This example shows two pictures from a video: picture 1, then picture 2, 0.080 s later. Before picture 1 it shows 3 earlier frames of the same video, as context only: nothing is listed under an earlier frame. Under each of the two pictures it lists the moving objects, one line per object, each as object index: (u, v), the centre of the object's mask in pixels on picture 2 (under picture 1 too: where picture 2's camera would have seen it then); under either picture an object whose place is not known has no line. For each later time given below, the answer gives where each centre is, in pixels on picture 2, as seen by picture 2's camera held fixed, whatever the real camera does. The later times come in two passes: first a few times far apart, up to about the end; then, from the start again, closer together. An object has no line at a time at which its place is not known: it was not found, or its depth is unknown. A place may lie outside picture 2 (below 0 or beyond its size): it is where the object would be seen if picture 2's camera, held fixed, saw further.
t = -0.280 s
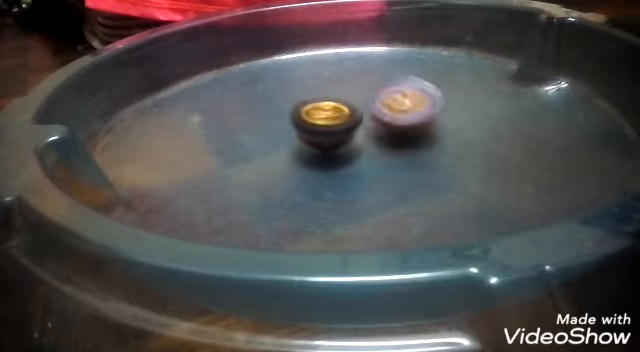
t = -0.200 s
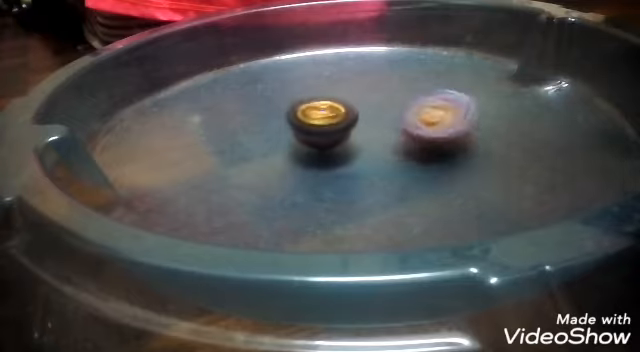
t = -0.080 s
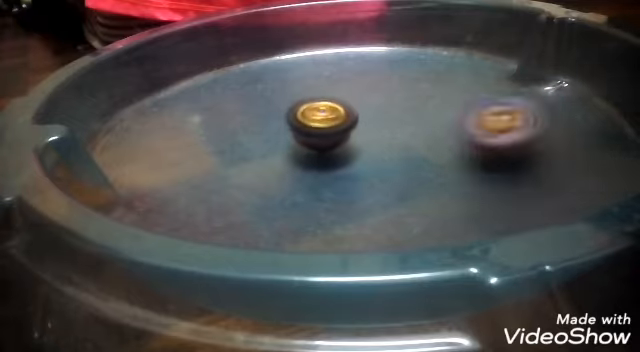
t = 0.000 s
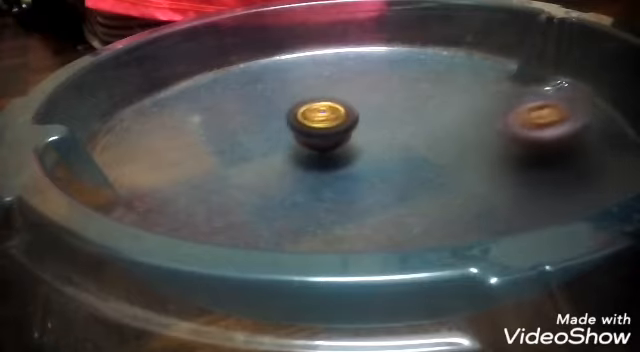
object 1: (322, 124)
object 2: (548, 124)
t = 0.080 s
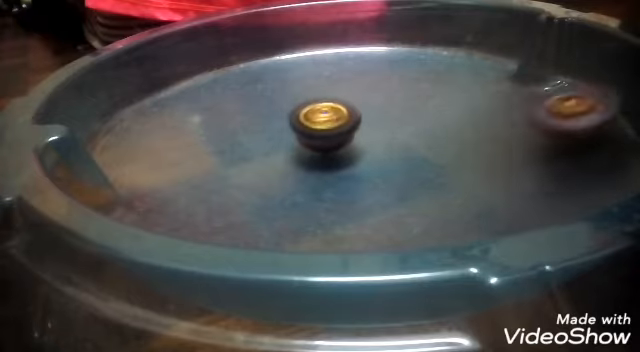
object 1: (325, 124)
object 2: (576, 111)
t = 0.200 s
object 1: (330, 126)
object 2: (583, 104)
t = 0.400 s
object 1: (339, 133)
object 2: (515, 111)
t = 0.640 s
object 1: (268, 121)
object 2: (479, 185)
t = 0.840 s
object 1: (183, 68)
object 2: (506, 209)
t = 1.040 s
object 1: (235, 114)
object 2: (419, 211)
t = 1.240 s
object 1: (312, 140)
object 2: (327, 195)
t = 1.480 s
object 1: (381, 147)
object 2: (224, 182)
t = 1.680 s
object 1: (380, 165)
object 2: (180, 167)
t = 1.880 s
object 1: (346, 171)
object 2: (182, 153)
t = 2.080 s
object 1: (321, 159)
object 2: (237, 139)
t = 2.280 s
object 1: (357, 151)
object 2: (289, 116)
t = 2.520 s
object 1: (399, 151)
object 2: (319, 83)
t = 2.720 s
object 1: (405, 163)
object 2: (340, 76)
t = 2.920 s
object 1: (380, 165)
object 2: (370, 90)
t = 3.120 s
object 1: (364, 151)
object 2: (410, 115)
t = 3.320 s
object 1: (314, 152)
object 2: (490, 118)
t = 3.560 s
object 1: (316, 144)
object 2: (542, 116)
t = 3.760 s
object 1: (334, 140)
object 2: (521, 134)
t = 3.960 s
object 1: (351, 145)
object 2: (442, 166)
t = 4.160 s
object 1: (328, 127)
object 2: (403, 216)
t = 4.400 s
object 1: (332, 123)
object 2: (323, 230)
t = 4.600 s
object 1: (338, 134)
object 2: (266, 215)
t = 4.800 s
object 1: (330, 148)
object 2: (251, 174)
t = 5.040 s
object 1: (348, 146)
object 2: (213, 136)
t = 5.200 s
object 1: (363, 146)
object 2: (195, 126)
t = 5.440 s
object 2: (214, 131)
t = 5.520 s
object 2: (234, 136)
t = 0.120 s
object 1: (326, 125)
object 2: (582, 109)
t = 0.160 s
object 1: (328, 126)
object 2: (585, 107)
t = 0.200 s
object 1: (330, 126)
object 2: (583, 104)
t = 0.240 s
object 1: (331, 127)
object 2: (576, 103)
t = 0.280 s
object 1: (334, 129)
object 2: (565, 103)
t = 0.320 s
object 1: (336, 130)
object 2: (552, 104)
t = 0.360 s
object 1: (338, 132)
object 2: (535, 106)
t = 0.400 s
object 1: (339, 133)
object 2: (515, 111)
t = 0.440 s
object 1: (341, 134)
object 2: (494, 119)
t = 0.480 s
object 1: (343, 136)
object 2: (470, 129)
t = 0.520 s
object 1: (345, 138)
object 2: (446, 142)
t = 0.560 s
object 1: (345, 138)
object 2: (428, 152)
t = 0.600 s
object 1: (309, 127)
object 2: (449, 161)
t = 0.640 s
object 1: (268, 121)
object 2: (479, 185)
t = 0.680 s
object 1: (233, 102)
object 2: (507, 198)
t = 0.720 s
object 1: (209, 95)
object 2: (533, 203)
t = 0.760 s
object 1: (183, 73)
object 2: (540, 204)
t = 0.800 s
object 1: (181, 64)
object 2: (527, 205)
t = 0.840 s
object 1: (183, 68)
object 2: (506, 209)
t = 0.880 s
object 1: (192, 83)
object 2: (491, 209)
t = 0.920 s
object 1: (197, 87)
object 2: (470, 209)
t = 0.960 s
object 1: (207, 98)
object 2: (455, 210)
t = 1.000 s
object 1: (221, 105)
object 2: (438, 209)
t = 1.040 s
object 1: (235, 114)
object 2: (419, 211)
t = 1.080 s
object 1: (251, 121)
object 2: (400, 205)
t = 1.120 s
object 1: (267, 126)
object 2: (382, 203)
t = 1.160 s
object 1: (283, 132)
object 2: (364, 200)
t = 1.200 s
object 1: (298, 136)
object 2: (346, 198)
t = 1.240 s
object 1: (312, 140)
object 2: (327, 195)
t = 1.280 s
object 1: (326, 139)
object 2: (312, 190)
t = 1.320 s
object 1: (342, 146)
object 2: (291, 191)
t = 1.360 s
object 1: (354, 148)
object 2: (270, 190)
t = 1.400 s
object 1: (365, 148)
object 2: (253, 188)
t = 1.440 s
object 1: (374, 145)
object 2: (238, 186)
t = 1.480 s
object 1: (381, 147)
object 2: (224, 182)
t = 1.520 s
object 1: (384, 153)
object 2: (211, 178)
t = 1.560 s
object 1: (386, 154)
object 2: (200, 175)
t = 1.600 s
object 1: (386, 157)
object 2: (191, 172)
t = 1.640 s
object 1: (384, 162)
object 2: (184, 168)
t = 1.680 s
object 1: (380, 165)
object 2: (180, 167)
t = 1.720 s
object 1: (376, 167)
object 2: (176, 162)
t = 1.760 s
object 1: (369, 170)
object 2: (173, 158)
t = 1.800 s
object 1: (362, 171)
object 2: (174, 155)
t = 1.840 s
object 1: (354, 172)
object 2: (176, 153)
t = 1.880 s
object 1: (346, 171)
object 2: (182, 153)
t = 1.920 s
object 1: (339, 170)
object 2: (189, 149)
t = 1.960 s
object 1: (333, 169)
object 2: (199, 147)
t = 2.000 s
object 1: (327, 165)
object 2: (211, 145)
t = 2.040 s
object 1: (324, 162)
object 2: (223, 141)
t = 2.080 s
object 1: (321, 159)
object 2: (237, 139)
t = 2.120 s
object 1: (321, 155)
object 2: (250, 141)
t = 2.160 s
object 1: (322, 151)
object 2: (260, 138)
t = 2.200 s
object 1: (330, 150)
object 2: (273, 131)
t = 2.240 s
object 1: (345, 151)
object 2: (282, 123)
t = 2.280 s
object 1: (357, 151)
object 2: (289, 116)
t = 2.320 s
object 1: (367, 151)
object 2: (295, 108)
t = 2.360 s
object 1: (373, 150)
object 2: (301, 102)
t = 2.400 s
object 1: (380, 150)
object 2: (306, 96)
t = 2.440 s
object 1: (387, 150)
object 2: (310, 92)
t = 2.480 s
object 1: (394, 150)
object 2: (315, 88)
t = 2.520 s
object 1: (399, 151)
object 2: (319, 83)
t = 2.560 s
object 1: (404, 153)
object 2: (322, 80)
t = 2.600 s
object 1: (406, 155)
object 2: (327, 78)
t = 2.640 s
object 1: (407, 159)
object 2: (331, 75)
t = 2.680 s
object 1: (407, 159)
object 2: (336, 75)
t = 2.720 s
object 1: (405, 163)
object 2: (340, 76)
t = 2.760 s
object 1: (401, 164)
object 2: (345, 77)
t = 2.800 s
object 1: (397, 166)
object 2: (350, 79)
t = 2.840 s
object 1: (391, 167)
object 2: (356, 82)
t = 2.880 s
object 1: (386, 166)
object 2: (362, 85)
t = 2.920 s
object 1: (380, 165)
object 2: (370, 90)
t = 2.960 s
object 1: (375, 164)
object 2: (377, 96)
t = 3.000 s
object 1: (371, 161)
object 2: (384, 99)
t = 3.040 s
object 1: (367, 158)
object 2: (391, 104)
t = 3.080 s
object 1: (365, 154)
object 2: (400, 109)
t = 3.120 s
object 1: (364, 151)
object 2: (410, 115)
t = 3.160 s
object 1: (360, 146)
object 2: (420, 120)
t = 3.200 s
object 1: (343, 151)
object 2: (441, 119)
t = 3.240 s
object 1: (328, 151)
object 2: (458, 119)
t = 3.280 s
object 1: (319, 152)
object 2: (478, 118)
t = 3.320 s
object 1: (314, 152)
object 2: (490, 118)
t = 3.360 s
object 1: (314, 152)
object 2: (502, 118)
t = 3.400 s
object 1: (313, 150)
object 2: (515, 116)
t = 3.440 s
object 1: (312, 149)
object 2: (525, 112)
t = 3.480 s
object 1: (312, 147)
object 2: (533, 117)
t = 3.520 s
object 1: (314, 145)
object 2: (540, 114)
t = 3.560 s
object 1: (316, 144)
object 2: (542, 116)
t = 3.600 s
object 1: (319, 143)
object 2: (543, 116)
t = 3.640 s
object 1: (323, 141)
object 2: (541, 119)
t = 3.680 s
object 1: (327, 141)
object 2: (534, 123)
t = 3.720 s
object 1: (330, 140)
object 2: (530, 130)
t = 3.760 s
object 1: (334, 140)
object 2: (521, 134)
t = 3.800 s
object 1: (338, 141)
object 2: (506, 142)
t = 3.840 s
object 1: (342, 142)
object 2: (494, 147)
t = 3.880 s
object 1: (345, 143)
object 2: (478, 153)
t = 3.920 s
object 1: (348, 144)
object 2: (460, 161)
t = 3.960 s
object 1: (351, 145)
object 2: (442, 166)
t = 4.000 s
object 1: (352, 145)
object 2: (425, 172)
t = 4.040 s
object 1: (341, 139)
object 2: (423, 184)
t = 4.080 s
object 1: (333, 134)
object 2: (419, 194)
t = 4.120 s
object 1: (329, 129)
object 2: (412, 205)
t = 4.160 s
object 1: (328, 127)
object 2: (403, 216)
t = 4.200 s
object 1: (329, 124)
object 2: (394, 219)
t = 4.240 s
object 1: (331, 124)
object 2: (380, 224)
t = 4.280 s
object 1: (332, 122)
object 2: (368, 226)
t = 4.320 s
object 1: (332, 122)
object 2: (354, 228)
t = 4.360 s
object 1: (332, 122)
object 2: (338, 229)
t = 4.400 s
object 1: (332, 123)
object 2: (323, 230)
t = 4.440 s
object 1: (332, 124)
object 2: (308, 228)
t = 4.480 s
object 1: (333, 125)
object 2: (295, 225)
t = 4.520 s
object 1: (335, 131)
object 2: (284, 222)
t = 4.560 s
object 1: (337, 131)
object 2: (274, 219)
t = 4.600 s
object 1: (338, 134)
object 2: (266, 215)
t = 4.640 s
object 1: (338, 140)
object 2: (260, 211)
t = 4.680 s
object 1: (338, 141)
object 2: (256, 198)
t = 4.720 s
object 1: (336, 146)
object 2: (255, 193)
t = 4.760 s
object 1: (334, 148)
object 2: (252, 185)
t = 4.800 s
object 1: (330, 148)
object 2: (251, 174)
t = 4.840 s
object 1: (327, 148)
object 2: (250, 168)
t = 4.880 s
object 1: (328, 148)
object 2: (244, 160)
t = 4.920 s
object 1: (337, 153)
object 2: (233, 151)
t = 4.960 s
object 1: (343, 146)
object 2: (223, 145)
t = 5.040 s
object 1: (348, 146)
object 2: (213, 136)
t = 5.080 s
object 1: (354, 147)
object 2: (209, 136)
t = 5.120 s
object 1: (357, 146)
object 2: (204, 133)
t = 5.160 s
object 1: (360, 145)
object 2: (199, 127)
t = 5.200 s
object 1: (363, 146)
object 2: (195, 126)
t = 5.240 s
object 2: (194, 129)
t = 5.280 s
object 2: (194, 125)
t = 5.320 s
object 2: (194, 127)
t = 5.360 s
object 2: (199, 128)
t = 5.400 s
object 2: (205, 130)
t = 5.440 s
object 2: (214, 131)
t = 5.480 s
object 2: (225, 135)
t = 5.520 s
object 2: (234, 136)
